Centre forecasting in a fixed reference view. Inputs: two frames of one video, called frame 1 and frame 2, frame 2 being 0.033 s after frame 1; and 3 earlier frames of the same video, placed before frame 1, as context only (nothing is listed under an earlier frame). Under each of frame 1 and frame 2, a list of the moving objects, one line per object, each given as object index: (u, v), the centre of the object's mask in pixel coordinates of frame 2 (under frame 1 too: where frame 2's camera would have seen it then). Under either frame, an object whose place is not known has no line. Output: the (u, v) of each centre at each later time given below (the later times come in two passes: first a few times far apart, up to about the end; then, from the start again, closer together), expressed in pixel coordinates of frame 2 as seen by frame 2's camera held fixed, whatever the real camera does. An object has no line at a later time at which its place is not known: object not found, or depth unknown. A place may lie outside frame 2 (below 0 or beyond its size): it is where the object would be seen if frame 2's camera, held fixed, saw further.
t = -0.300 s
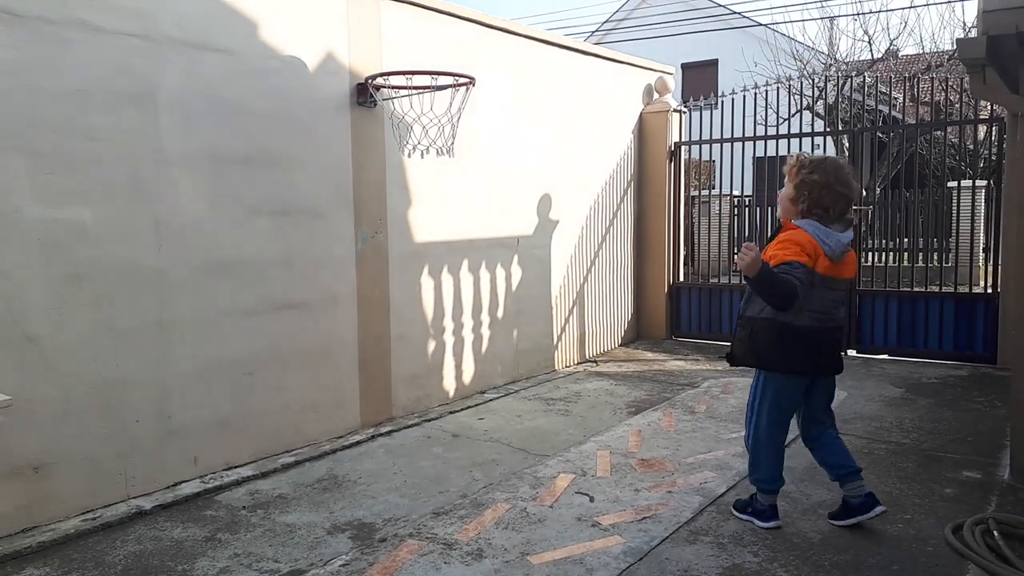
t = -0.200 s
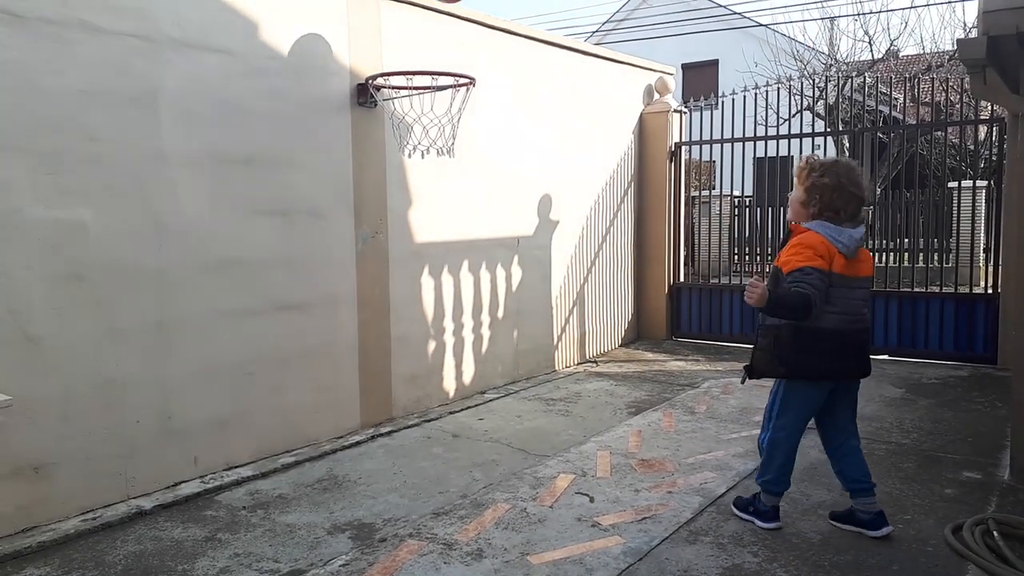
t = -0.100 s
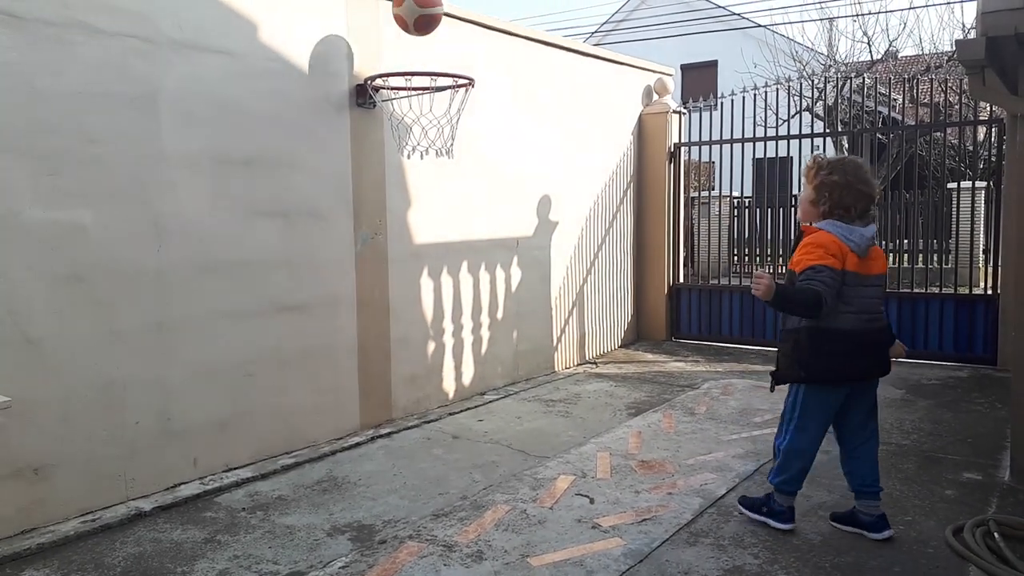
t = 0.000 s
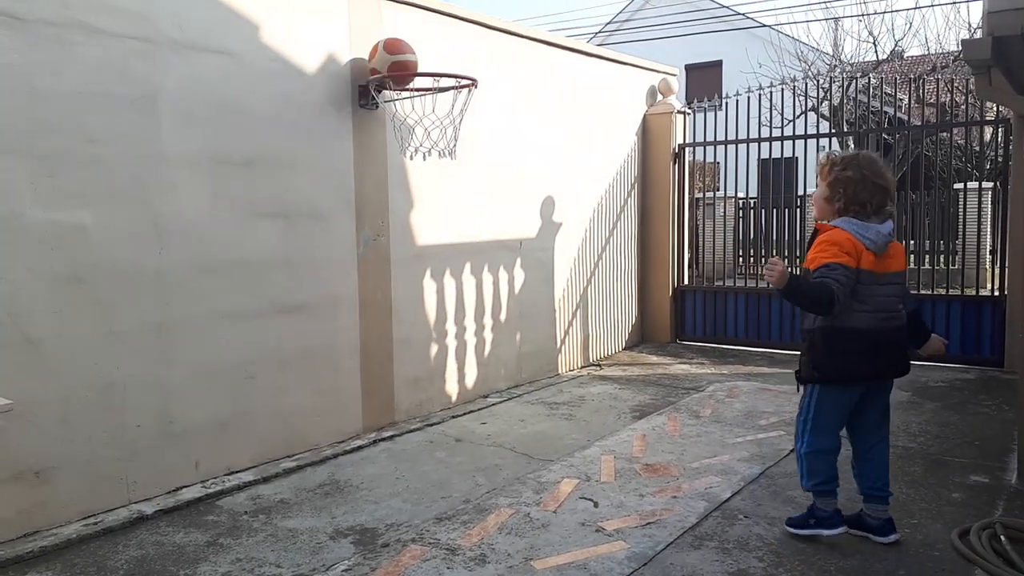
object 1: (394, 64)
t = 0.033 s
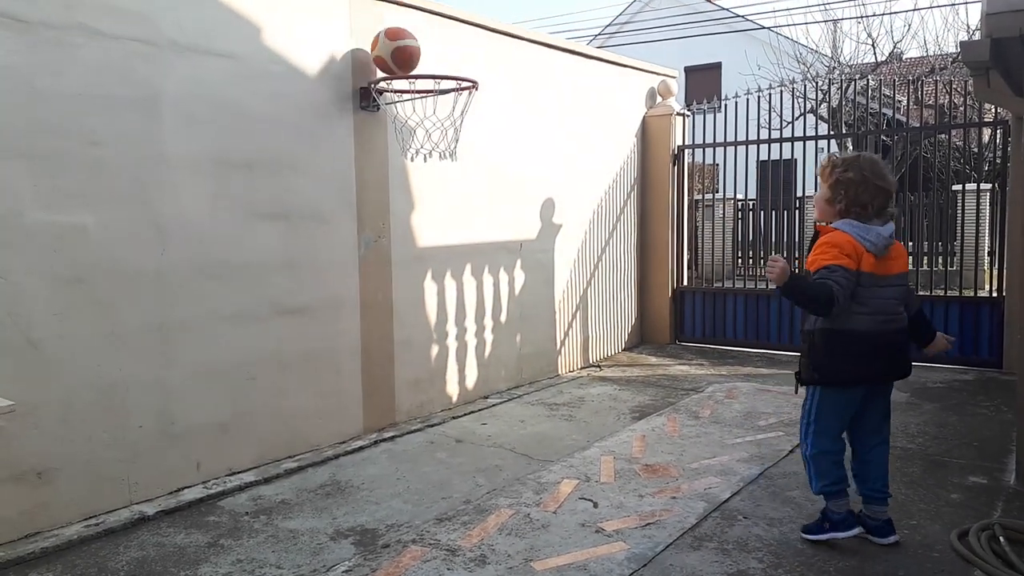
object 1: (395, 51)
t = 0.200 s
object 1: (413, 1)
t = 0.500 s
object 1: (448, 22)
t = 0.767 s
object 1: (442, 5)
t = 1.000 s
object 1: (428, 49)
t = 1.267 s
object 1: (416, 149)
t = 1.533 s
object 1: (439, 280)
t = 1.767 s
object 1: (457, 347)
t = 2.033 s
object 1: (474, 244)
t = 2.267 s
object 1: (490, 268)
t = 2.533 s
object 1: (508, 392)
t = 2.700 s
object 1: (512, 315)
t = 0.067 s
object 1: (398, 34)
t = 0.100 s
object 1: (401, 20)
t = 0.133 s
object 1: (405, 11)
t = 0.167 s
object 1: (409, 5)
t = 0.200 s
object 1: (413, 1)
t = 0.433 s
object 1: (440, 2)
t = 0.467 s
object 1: (444, 9)
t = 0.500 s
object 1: (448, 22)
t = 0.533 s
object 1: (453, 40)
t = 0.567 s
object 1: (456, 55)
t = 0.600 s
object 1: (453, 42)
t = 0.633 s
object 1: (451, 28)
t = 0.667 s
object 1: (449, 17)
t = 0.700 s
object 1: (447, 10)
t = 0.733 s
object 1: (444, 7)
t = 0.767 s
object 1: (442, 5)
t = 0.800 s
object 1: (440, 5)
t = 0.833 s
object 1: (438, 6)
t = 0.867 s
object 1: (436, 9)
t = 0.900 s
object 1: (434, 13)
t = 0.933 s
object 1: (432, 21)
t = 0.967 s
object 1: (430, 34)
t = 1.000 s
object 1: (428, 49)
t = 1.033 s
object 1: (426, 65)
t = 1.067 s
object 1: (424, 73)
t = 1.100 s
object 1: (422, 82)
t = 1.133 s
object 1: (419, 95)
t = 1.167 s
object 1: (417, 108)
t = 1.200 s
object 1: (415, 125)
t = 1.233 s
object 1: (414, 142)
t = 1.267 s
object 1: (416, 149)
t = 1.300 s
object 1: (418, 158)
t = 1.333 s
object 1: (421, 168)
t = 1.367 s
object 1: (424, 181)
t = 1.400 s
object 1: (427, 197)
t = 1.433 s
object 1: (430, 214)
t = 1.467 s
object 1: (433, 234)
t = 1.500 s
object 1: (436, 256)
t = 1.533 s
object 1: (439, 280)
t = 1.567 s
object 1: (442, 306)
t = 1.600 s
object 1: (445, 335)
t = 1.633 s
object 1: (447, 366)
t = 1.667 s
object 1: (450, 398)
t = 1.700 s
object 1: (453, 393)
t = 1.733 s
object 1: (455, 369)
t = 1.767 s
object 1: (457, 347)
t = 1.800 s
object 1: (459, 327)
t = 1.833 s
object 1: (462, 309)
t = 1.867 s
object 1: (463, 292)
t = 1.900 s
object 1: (466, 278)
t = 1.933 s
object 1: (468, 267)
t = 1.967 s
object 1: (470, 257)
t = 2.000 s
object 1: (472, 249)
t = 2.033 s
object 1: (474, 244)
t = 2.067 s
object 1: (477, 240)
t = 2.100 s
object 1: (479, 239)
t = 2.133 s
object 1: (481, 241)
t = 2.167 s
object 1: (483, 244)
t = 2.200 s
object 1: (486, 250)
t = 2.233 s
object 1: (488, 258)
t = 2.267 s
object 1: (490, 268)
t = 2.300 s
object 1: (493, 280)
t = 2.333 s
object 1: (495, 295)
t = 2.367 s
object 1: (498, 312)
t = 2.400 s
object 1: (500, 332)
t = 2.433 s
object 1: (503, 353)
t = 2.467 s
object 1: (505, 378)
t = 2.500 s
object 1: (507, 405)
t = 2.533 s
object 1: (508, 392)
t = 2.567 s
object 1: (509, 372)
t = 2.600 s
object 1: (510, 355)
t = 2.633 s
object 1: (511, 339)
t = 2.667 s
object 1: (511, 326)
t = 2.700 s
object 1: (512, 315)
